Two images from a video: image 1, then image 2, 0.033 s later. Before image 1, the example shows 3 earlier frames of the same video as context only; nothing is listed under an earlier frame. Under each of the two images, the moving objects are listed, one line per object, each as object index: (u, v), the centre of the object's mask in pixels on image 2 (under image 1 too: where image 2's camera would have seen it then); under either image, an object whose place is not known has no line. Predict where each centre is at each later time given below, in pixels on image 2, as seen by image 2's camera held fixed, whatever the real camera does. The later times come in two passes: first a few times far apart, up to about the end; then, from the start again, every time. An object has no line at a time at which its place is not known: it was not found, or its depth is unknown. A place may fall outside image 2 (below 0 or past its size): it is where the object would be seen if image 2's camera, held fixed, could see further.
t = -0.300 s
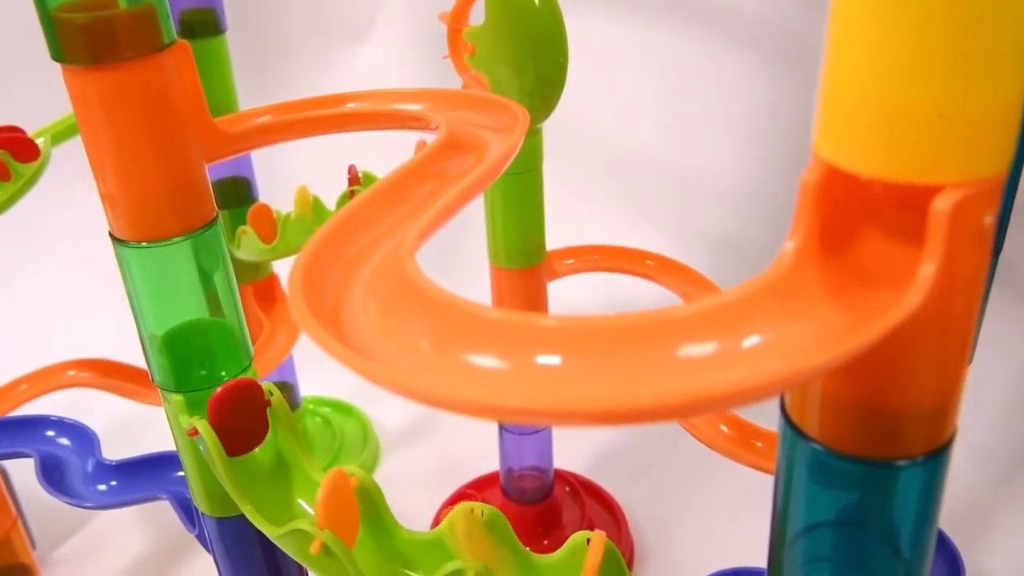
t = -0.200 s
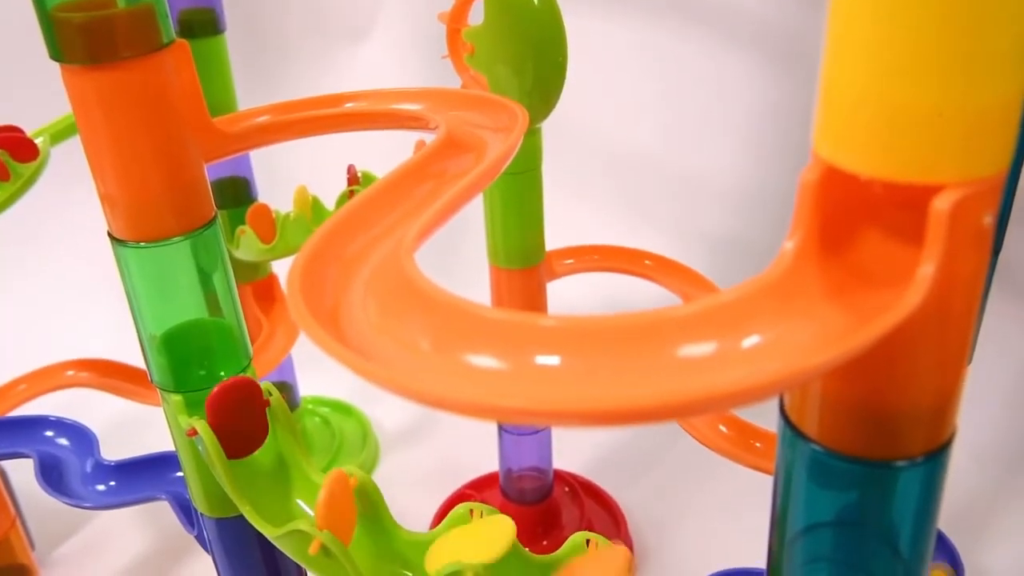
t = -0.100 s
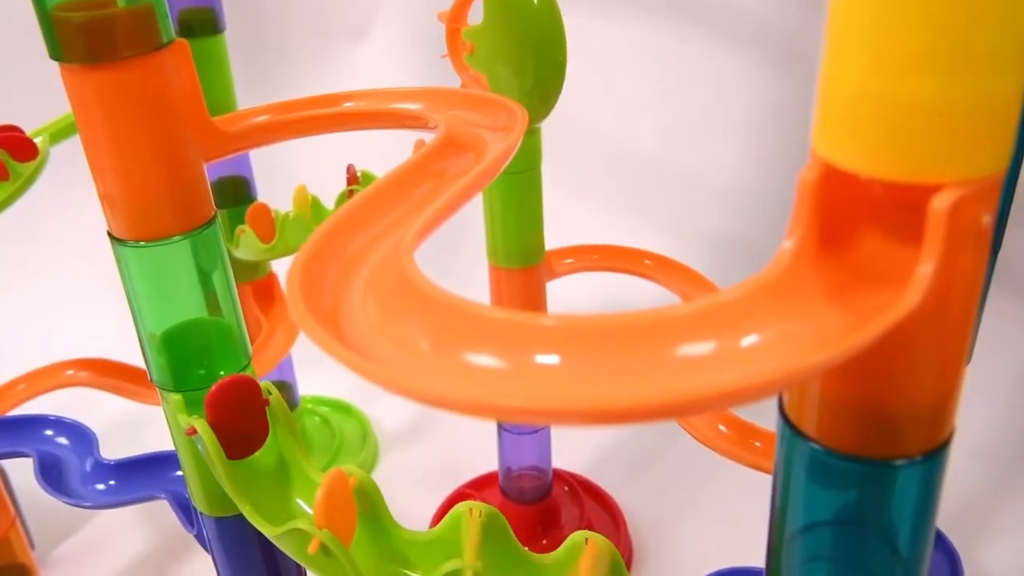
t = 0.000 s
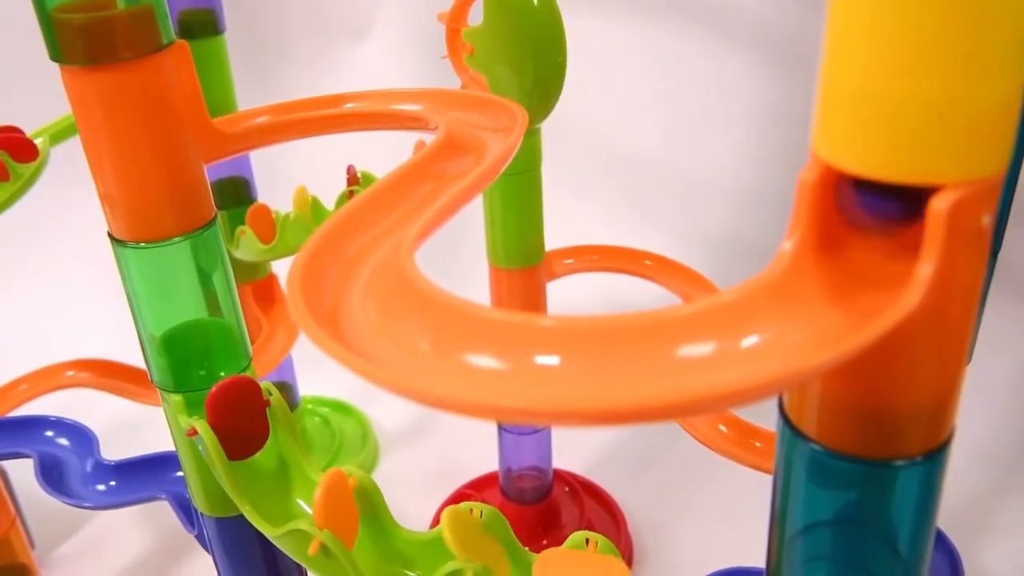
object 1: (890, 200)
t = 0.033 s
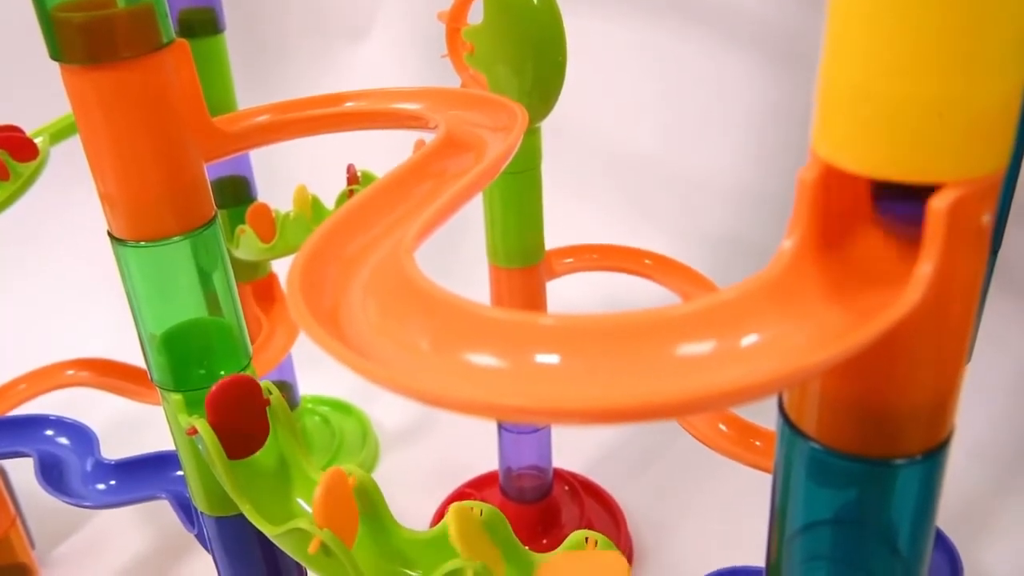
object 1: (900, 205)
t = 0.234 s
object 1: (886, 240)
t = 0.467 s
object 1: (863, 267)
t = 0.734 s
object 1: (624, 349)
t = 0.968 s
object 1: (345, 267)
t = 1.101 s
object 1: (416, 181)
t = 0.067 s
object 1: (875, 222)
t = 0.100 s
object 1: (882, 215)
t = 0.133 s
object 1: (880, 232)
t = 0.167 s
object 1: (870, 223)
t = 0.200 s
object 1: (880, 240)
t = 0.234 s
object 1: (886, 240)
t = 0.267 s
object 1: (878, 242)
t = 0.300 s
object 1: (872, 241)
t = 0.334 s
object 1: (879, 246)
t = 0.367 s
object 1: (880, 248)
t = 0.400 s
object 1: (869, 251)
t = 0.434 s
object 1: (865, 258)
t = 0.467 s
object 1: (863, 267)
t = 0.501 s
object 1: (846, 276)
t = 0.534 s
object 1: (831, 287)
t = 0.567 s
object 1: (818, 298)
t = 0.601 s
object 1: (789, 309)
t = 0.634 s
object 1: (761, 321)
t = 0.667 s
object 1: (724, 334)
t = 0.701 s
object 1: (676, 342)
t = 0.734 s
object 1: (624, 349)
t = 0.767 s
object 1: (569, 353)
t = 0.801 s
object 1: (513, 351)
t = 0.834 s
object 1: (455, 342)
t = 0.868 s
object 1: (411, 331)
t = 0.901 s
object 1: (378, 311)
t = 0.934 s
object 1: (349, 289)
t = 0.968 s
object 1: (345, 267)
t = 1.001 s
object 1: (355, 244)
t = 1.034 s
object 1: (371, 222)
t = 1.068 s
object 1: (393, 200)
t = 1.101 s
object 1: (416, 181)
